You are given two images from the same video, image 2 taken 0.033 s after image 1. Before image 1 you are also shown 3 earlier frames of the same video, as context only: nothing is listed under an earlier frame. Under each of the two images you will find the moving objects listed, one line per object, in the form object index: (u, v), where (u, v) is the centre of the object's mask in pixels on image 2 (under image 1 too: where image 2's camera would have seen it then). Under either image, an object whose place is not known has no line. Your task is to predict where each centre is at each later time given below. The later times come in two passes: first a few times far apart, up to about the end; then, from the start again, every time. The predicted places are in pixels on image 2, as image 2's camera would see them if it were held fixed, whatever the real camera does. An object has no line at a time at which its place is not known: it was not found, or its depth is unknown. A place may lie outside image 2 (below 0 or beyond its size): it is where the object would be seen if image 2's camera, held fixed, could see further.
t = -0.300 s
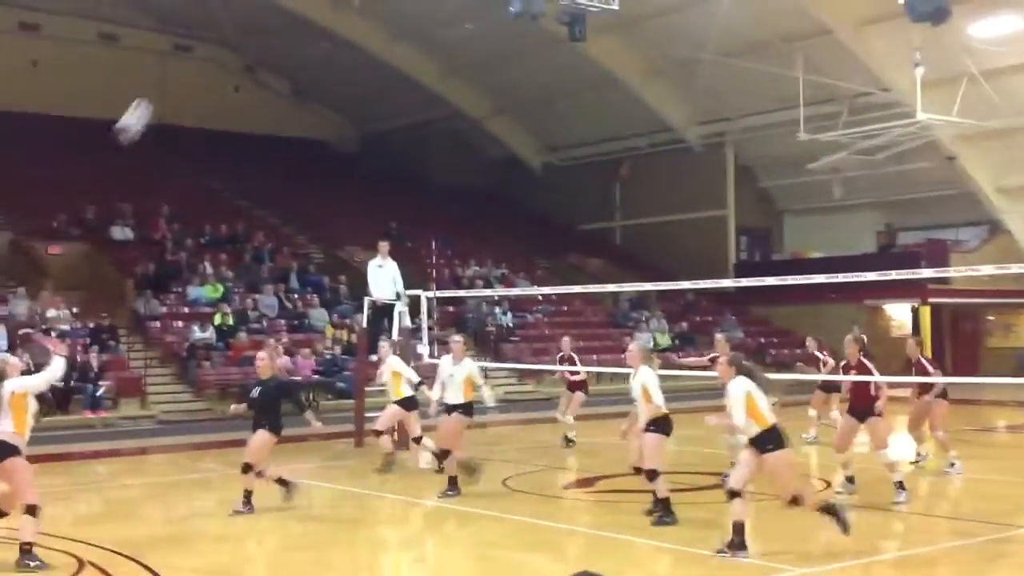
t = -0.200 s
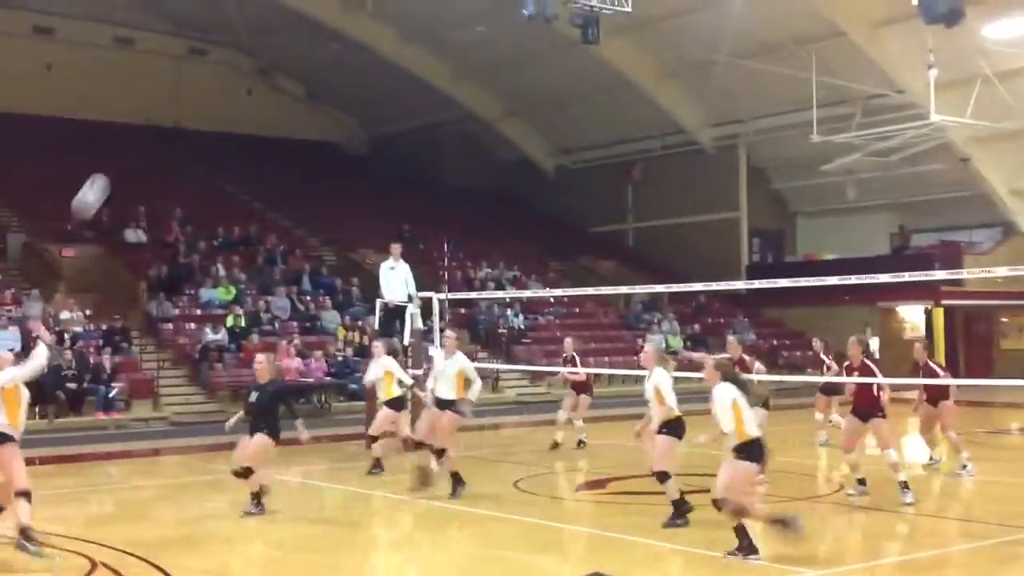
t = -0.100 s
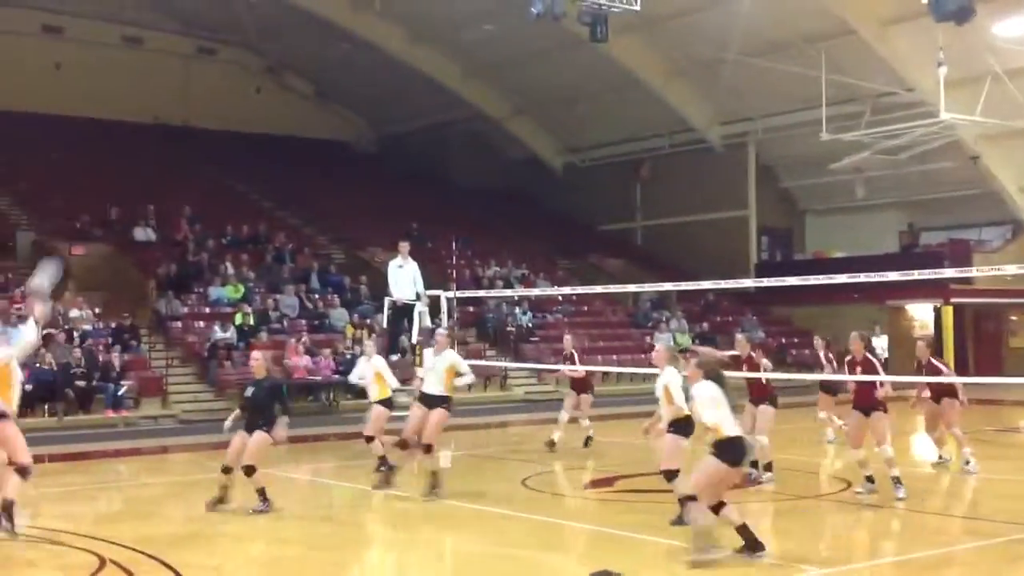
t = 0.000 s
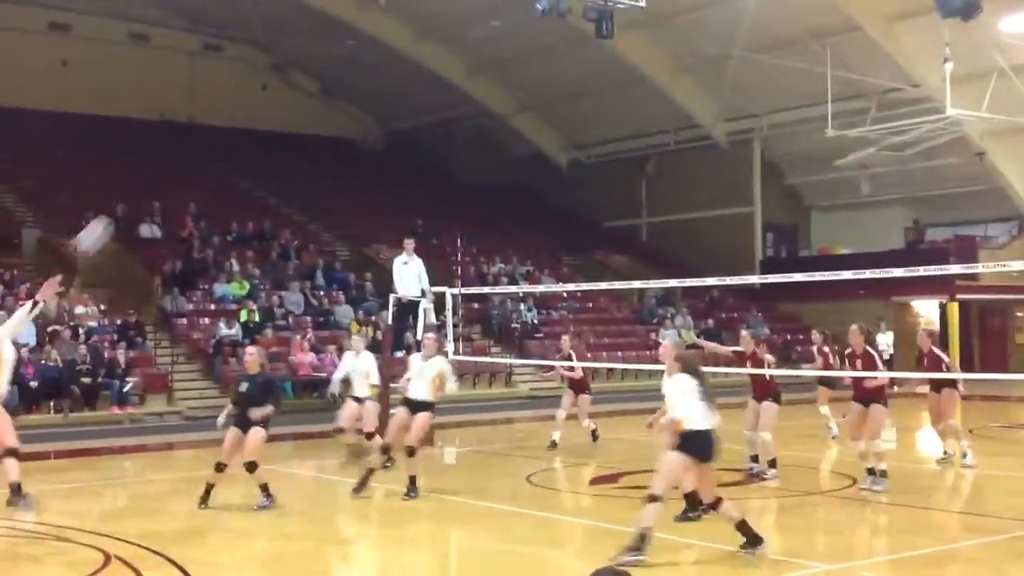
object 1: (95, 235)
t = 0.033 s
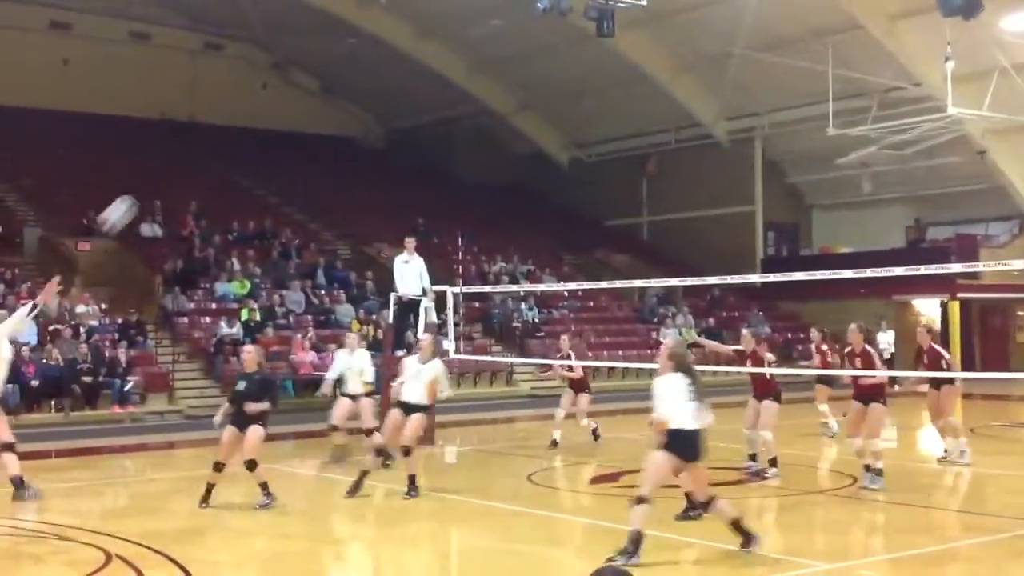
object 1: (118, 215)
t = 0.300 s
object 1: (296, 102)
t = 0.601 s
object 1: (478, 76)
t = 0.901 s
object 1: (645, 147)
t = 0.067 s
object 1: (139, 197)
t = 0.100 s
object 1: (163, 179)
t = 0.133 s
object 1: (185, 163)
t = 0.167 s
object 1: (207, 148)
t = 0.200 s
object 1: (230, 134)
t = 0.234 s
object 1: (253, 122)
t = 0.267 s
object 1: (275, 111)
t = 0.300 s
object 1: (296, 102)
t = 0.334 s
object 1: (319, 93)
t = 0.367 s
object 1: (339, 87)
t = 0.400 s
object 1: (360, 82)
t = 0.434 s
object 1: (380, 78)
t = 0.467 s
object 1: (400, 75)
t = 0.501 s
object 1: (420, 74)
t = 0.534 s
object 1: (440, 74)
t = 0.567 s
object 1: (460, 75)
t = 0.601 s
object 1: (478, 76)
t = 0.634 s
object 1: (498, 80)
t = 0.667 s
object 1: (517, 85)
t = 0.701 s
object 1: (536, 90)
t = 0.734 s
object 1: (555, 97)
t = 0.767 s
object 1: (574, 105)
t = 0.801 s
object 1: (592, 114)
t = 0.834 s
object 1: (610, 123)
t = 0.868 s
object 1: (627, 134)
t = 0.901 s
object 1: (645, 147)
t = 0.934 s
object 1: (663, 161)
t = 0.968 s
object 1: (680, 174)
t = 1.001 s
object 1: (697, 190)
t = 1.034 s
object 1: (714, 206)
